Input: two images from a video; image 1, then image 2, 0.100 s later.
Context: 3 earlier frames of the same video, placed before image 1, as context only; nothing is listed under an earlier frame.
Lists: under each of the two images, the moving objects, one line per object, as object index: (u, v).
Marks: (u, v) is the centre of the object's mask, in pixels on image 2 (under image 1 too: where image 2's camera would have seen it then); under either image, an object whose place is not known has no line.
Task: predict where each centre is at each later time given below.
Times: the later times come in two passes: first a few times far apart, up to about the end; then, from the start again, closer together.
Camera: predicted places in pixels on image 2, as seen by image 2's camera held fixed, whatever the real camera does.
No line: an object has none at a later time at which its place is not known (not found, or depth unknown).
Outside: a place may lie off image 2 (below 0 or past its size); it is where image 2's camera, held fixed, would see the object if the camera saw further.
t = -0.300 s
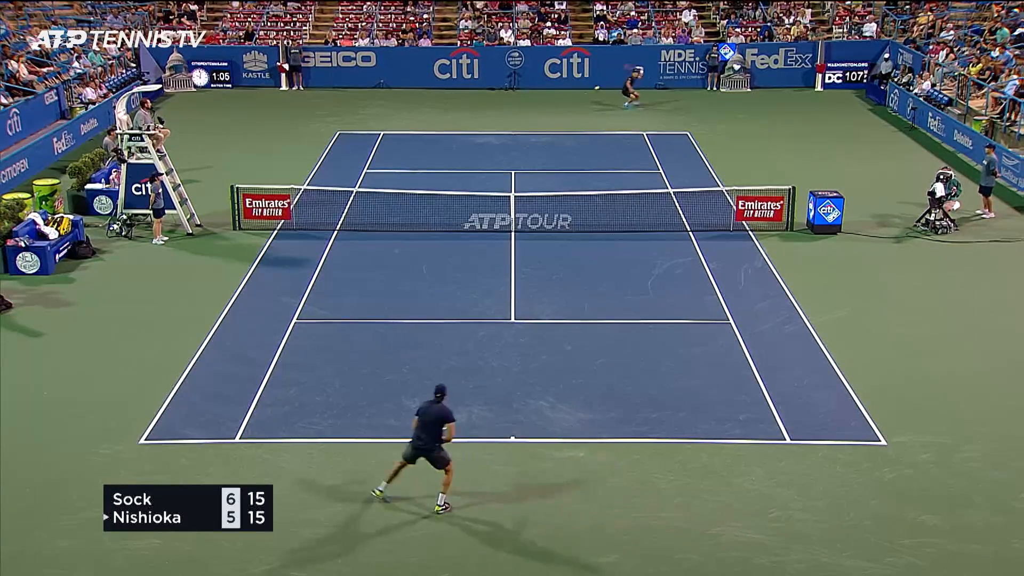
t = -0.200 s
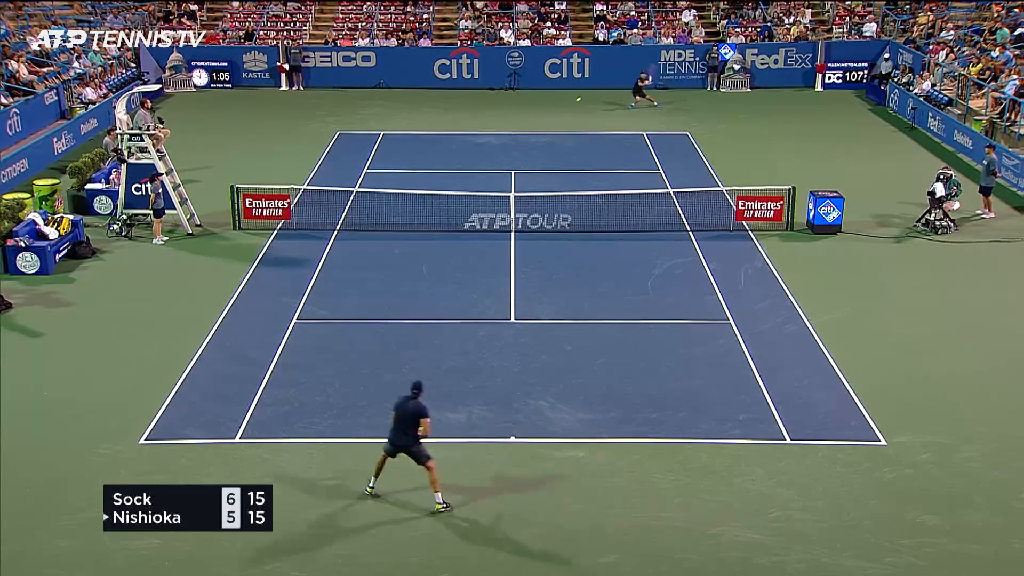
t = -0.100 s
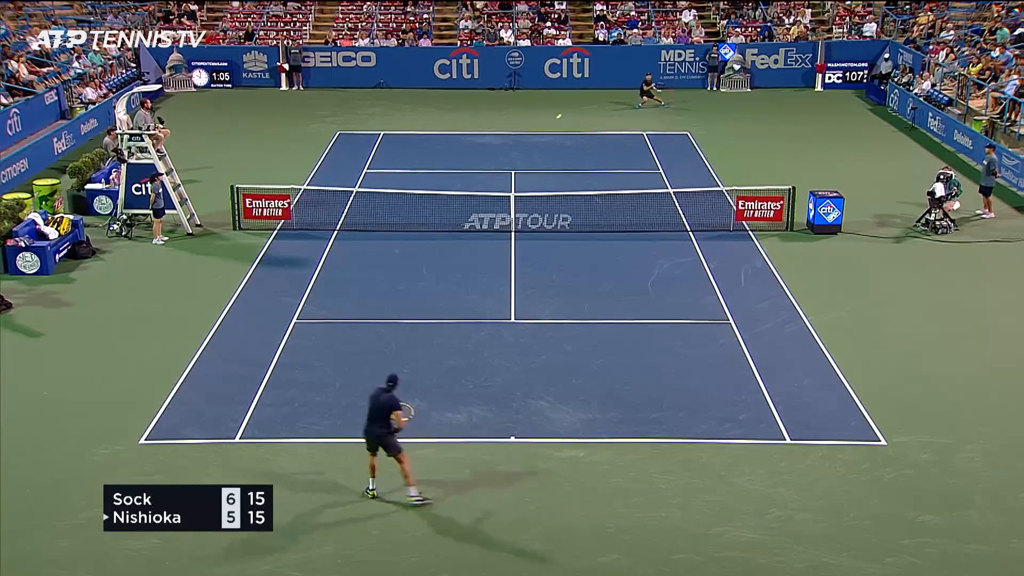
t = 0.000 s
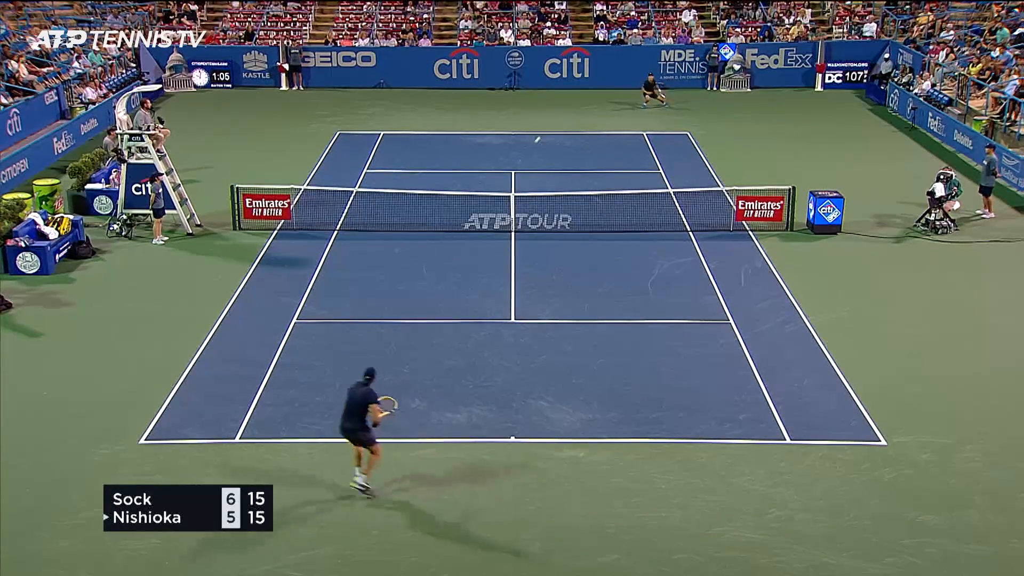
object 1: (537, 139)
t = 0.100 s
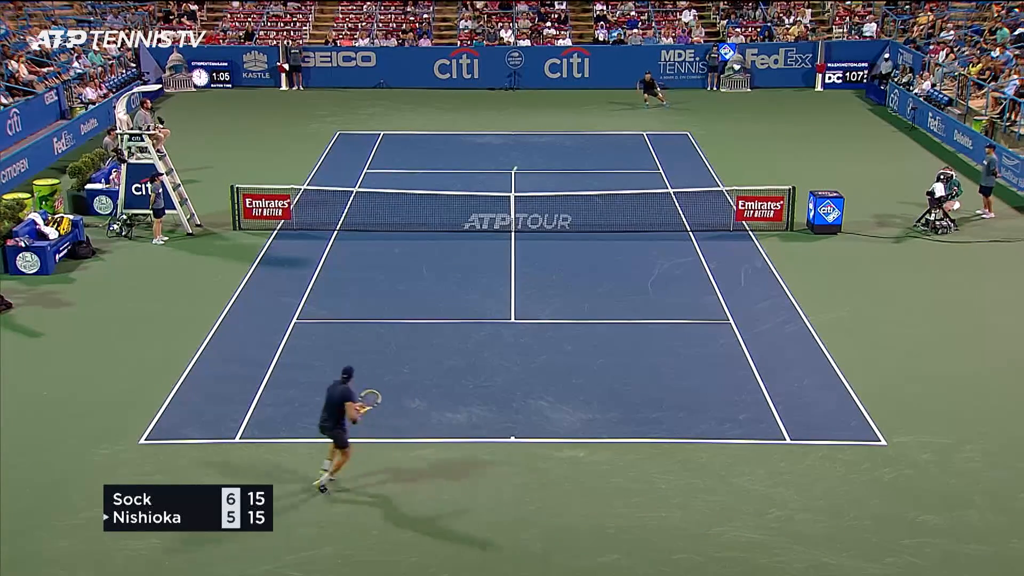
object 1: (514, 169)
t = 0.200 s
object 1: (490, 206)
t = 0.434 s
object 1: (435, 261)
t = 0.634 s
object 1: (395, 264)
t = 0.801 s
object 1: (356, 285)
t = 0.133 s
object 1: (507, 181)
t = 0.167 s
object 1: (499, 192)
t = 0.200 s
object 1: (490, 206)
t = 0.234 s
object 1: (482, 219)
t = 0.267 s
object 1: (474, 234)
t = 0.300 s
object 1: (465, 249)
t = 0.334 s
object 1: (456, 265)
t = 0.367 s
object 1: (448, 265)
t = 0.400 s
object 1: (442, 263)
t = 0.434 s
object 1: (435, 261)
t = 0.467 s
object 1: (426, 260)
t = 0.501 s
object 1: (420, 259)
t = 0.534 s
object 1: (416, 260)
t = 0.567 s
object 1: (408, 260)
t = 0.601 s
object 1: (402, 261)
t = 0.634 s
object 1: (395, 264)
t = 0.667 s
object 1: (386, 266)
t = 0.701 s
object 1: (379, 269)
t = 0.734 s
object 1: (371, 274)
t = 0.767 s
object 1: (363, 279)
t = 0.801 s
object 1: (356, 285)
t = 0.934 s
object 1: (323, 316)
